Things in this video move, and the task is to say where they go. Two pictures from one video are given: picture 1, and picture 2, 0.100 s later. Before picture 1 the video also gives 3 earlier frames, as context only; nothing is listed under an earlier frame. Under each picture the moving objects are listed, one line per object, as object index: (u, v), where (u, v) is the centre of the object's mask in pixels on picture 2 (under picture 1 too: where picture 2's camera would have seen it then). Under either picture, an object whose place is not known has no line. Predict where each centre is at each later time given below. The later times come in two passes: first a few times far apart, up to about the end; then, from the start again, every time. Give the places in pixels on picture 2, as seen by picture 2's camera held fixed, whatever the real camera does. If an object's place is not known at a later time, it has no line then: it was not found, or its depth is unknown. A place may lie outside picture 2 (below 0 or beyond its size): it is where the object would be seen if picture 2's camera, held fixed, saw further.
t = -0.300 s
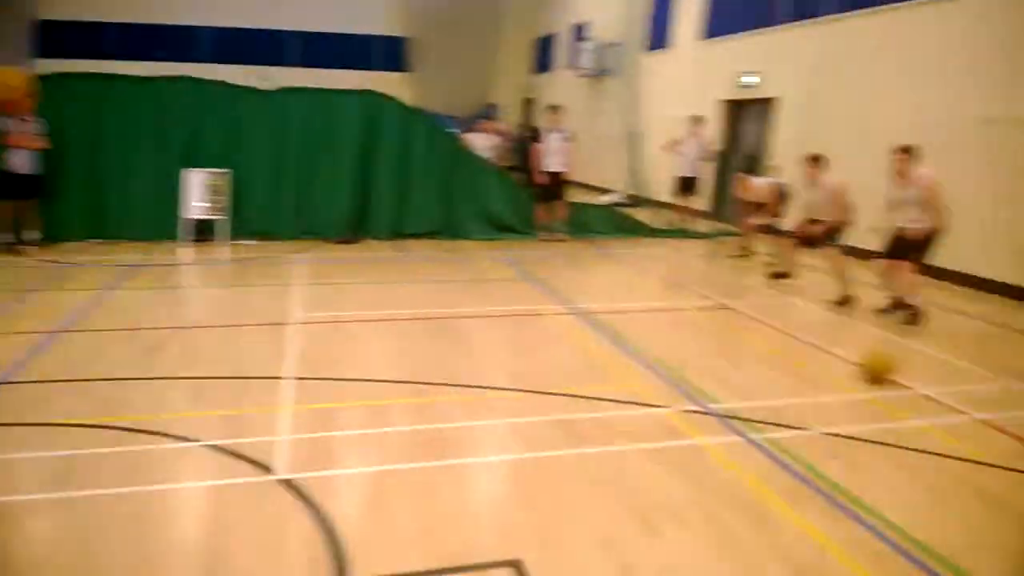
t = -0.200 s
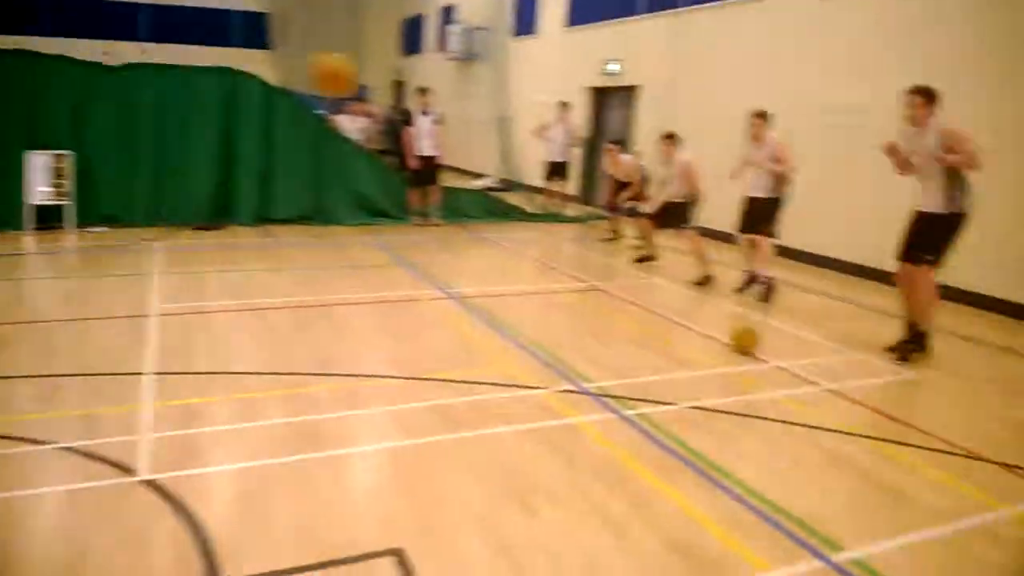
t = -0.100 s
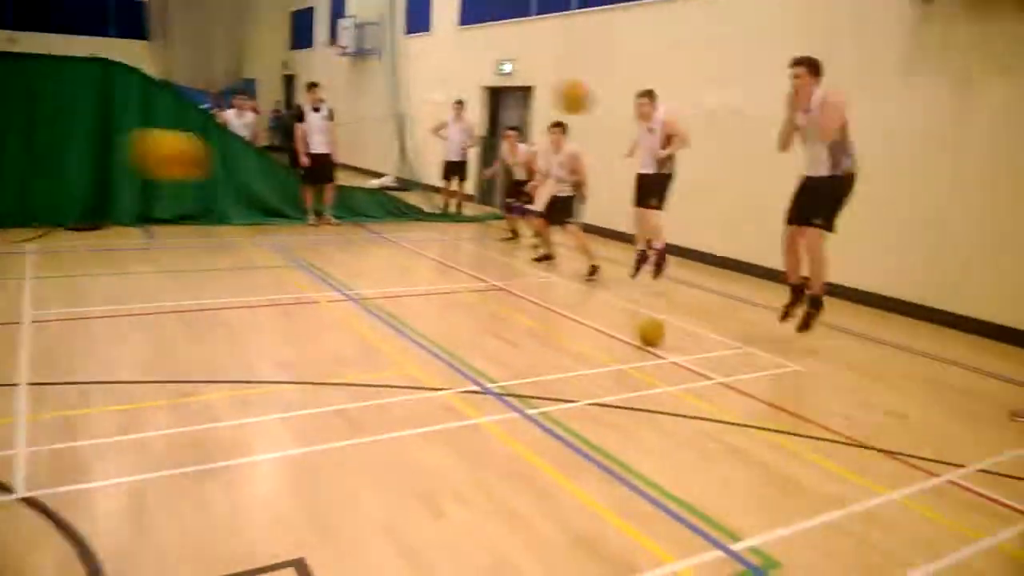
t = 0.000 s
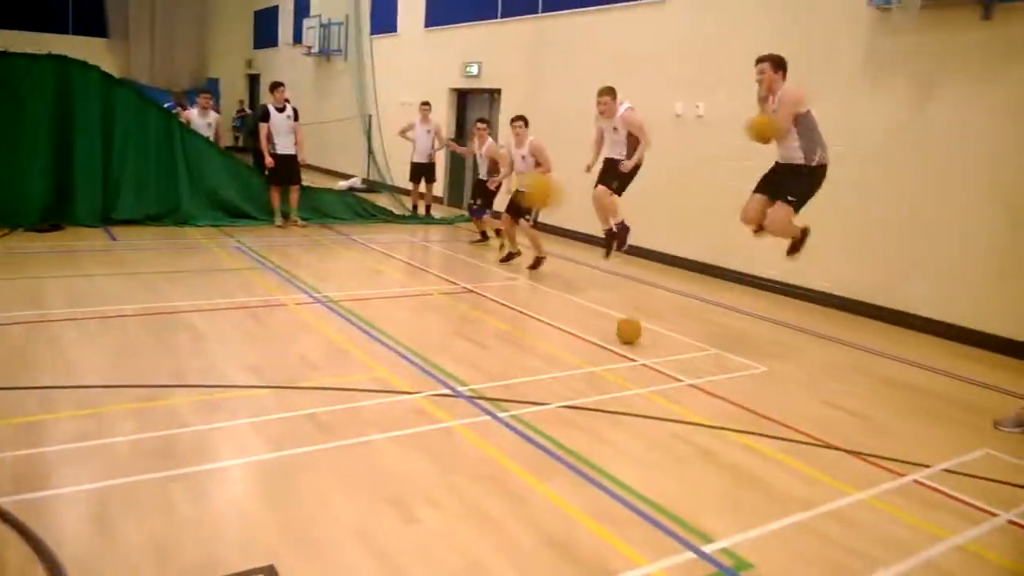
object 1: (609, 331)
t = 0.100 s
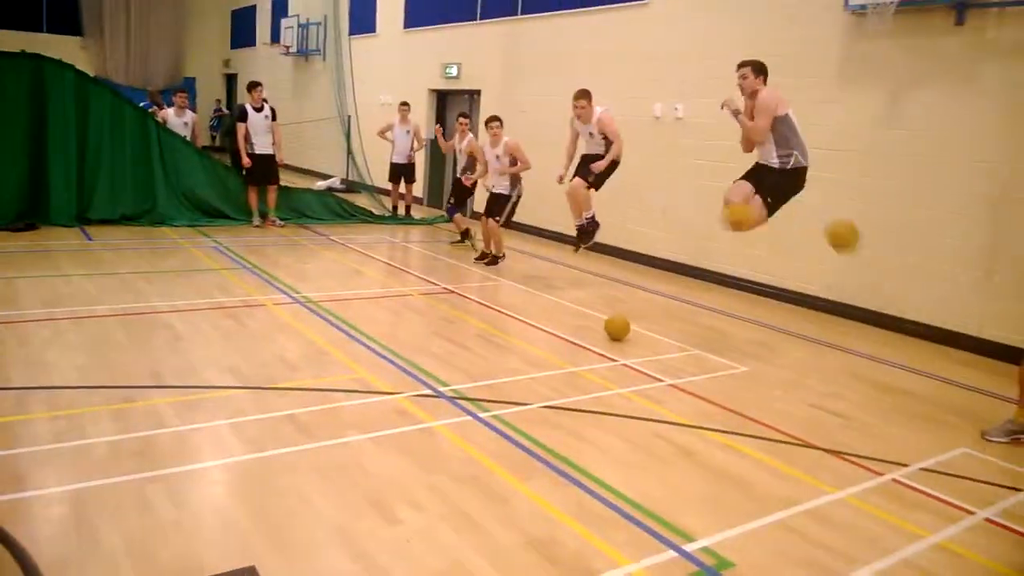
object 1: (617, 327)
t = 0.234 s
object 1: (627, 324)
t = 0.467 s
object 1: (641, 316)
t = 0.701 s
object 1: (656, 311)
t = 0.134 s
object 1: (619, 326)
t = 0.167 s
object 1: (622, 325)
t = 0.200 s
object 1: (624, 324)
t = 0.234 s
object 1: (627, 324)
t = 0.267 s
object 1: (629, 323)
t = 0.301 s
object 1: (630, 321)
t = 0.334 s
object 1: (634, 320)
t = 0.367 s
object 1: (635, 320)
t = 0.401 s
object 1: (637, 318)
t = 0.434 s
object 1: (639, 317)
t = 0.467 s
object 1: (641, 316)
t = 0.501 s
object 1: (643, 315)
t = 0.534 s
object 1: (646, 314)
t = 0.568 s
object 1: (648, 314)
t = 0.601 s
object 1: (650, 313)
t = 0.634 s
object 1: (652, 312)
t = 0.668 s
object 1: (654, 312)
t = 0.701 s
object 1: (656, 311)
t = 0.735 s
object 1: (658, 311)
